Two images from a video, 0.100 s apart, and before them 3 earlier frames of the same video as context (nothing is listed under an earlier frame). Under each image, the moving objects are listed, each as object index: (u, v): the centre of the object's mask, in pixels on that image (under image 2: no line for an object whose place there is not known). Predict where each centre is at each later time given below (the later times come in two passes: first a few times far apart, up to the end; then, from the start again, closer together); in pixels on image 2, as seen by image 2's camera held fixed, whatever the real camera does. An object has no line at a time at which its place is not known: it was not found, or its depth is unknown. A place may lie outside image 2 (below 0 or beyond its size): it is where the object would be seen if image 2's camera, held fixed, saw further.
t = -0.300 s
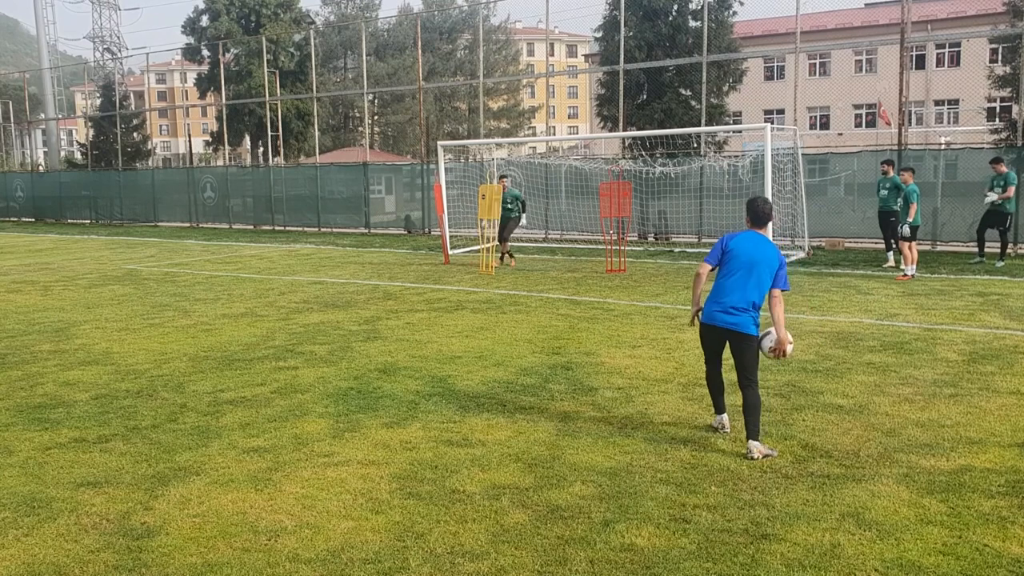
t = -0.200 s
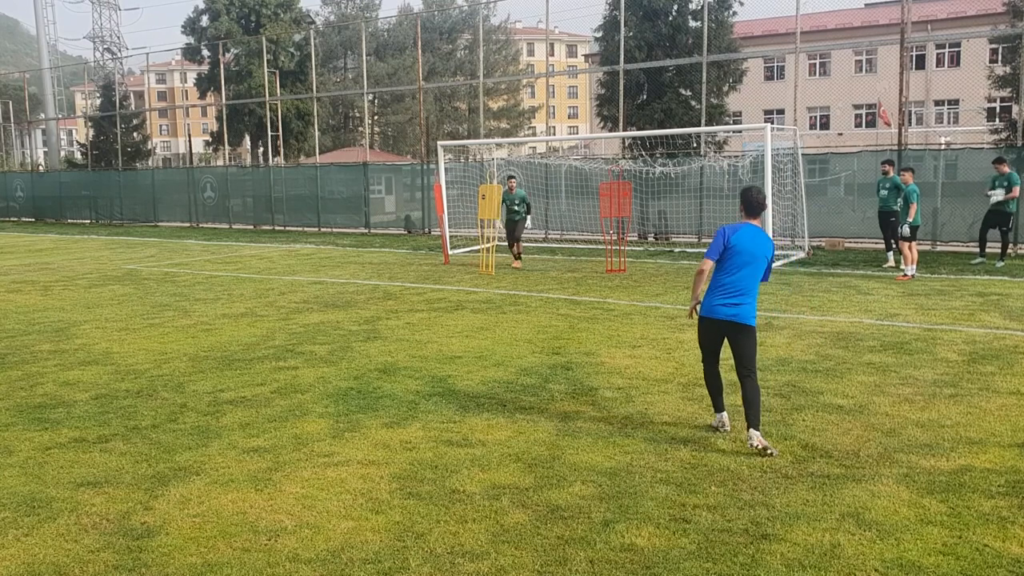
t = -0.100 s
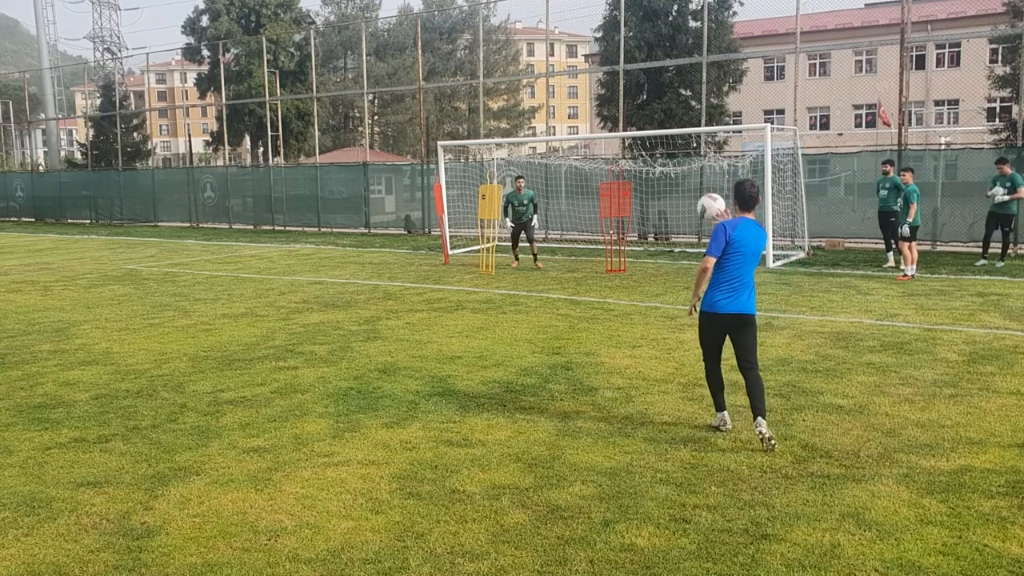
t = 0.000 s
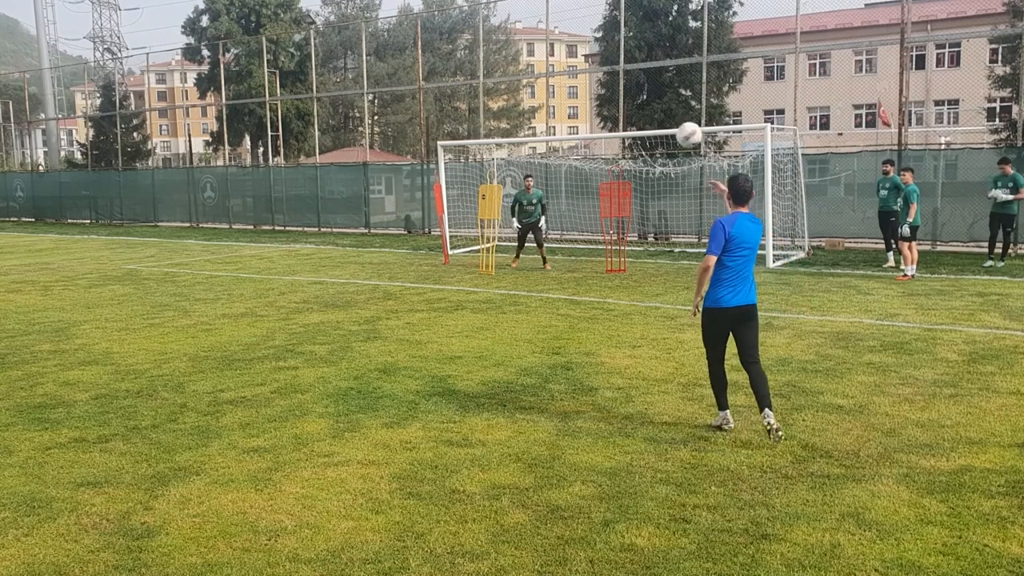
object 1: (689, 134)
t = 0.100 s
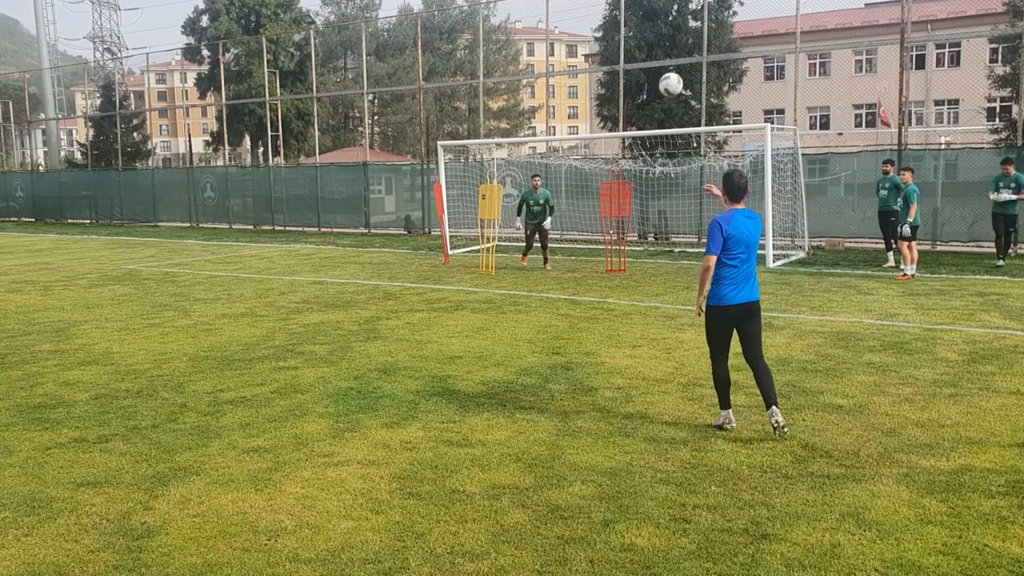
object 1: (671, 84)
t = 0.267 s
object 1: (647, 38)
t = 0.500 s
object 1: (623, 27)
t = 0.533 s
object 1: (621, 29)
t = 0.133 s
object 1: (665, 72)
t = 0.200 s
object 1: (656, 51)
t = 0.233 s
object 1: (651, 43)
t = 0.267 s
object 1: (647, 38)
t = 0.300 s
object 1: (643, 32)
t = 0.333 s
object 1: (639, 29)
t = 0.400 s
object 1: (633, 25)
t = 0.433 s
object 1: (630, 24)
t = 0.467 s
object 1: (626, 24)
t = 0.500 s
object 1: (623, 27)
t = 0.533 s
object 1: (621, 29)
